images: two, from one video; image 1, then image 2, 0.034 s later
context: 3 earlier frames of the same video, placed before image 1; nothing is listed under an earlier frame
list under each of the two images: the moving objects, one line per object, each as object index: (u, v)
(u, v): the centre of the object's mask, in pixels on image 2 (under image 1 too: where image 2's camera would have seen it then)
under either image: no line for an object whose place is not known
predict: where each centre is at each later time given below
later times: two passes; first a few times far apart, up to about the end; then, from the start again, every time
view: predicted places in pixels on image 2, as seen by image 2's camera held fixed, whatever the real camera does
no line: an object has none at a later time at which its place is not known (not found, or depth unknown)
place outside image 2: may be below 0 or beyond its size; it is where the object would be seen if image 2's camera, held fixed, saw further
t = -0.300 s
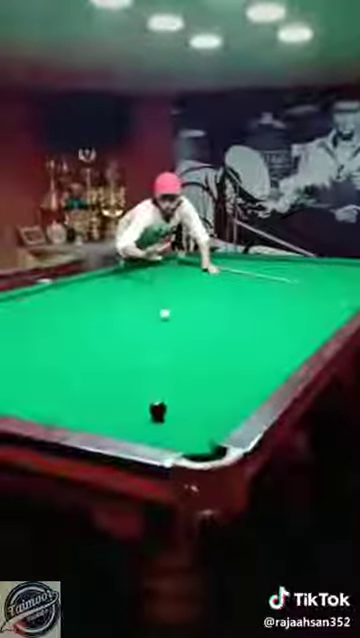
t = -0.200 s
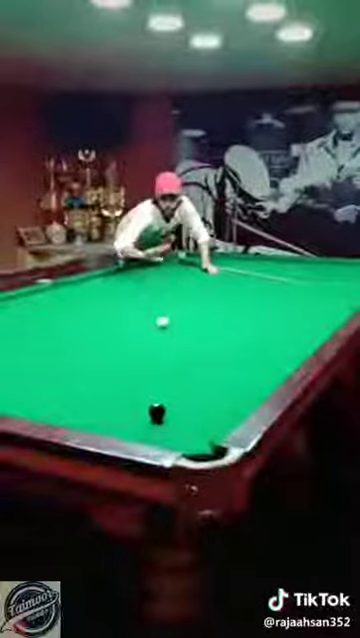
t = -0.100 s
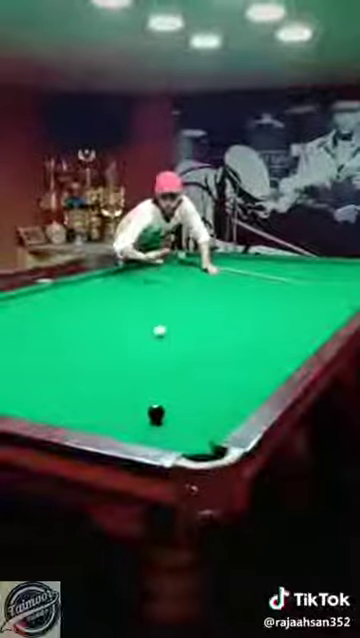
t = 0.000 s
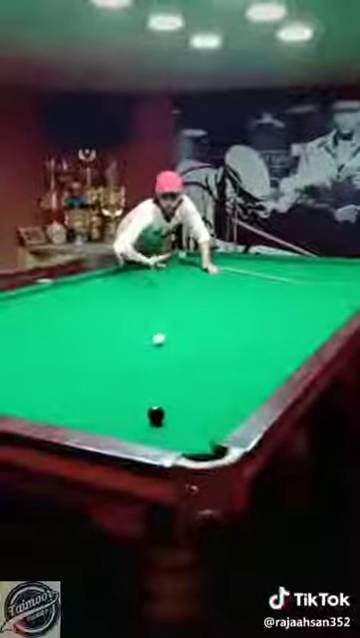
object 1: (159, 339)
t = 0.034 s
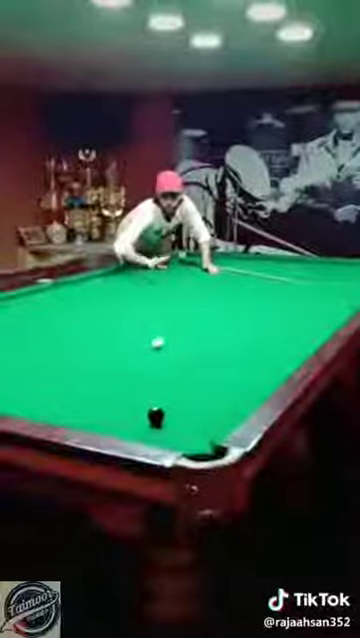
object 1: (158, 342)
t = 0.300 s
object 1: (148, 375)
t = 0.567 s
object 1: (126, 420)
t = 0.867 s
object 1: (154, 391)
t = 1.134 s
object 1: (178, 369)
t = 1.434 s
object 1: (199, 349)
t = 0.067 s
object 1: (156, 346)
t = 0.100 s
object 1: (155, 350)
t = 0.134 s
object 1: (154, 354)
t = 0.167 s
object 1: (153, 358)
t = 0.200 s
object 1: (152, 361)
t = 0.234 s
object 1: (151, 365)
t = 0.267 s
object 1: (150, 370)
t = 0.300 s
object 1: (148, 375)
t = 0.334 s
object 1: (147, 380)
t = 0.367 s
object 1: (145, 385)
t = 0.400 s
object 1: (144, 390)
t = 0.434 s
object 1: (142, 396)
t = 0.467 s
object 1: (140, 403)
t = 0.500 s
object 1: (138, 410)
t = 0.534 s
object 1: (135, 416)
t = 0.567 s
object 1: (126, 420)
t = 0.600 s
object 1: (124, 420)
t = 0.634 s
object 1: (129, 417)
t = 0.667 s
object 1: (133, 413)
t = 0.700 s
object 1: (136, 408)
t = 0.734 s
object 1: (140, 404)
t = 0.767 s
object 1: (144, 401)
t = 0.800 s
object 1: (148, 397)
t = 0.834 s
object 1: (151, 395)
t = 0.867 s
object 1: (154, 391)
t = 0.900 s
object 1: (158, 387)
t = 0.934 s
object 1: (161, 384)
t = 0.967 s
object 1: (164, 382)
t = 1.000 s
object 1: (167, 379)
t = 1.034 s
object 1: (170, 376)
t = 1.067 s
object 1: (172, 374)
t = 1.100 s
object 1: (175, 371)
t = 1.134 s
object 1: (178, 369)
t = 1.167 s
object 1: (180, 366)
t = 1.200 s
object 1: (183, 364)
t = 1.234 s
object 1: (185, 362)
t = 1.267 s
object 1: (188, 360)
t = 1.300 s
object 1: (191, 357)
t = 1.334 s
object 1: (193, 355)
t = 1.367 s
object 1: (195, 353)
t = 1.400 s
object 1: (197, 351)
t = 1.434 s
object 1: (199, 349)
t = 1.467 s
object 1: (200, 348)
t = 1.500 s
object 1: (200, 348)
